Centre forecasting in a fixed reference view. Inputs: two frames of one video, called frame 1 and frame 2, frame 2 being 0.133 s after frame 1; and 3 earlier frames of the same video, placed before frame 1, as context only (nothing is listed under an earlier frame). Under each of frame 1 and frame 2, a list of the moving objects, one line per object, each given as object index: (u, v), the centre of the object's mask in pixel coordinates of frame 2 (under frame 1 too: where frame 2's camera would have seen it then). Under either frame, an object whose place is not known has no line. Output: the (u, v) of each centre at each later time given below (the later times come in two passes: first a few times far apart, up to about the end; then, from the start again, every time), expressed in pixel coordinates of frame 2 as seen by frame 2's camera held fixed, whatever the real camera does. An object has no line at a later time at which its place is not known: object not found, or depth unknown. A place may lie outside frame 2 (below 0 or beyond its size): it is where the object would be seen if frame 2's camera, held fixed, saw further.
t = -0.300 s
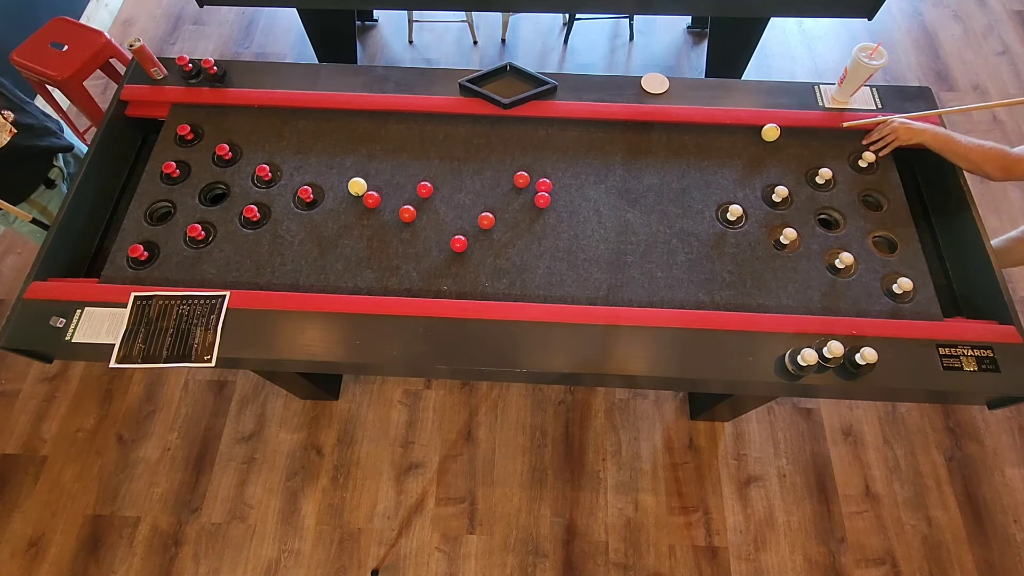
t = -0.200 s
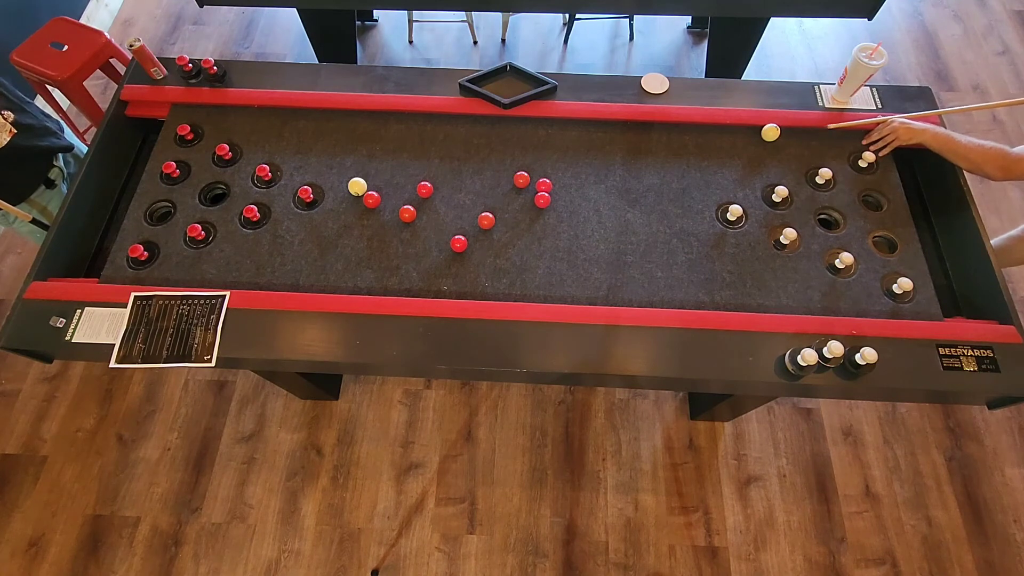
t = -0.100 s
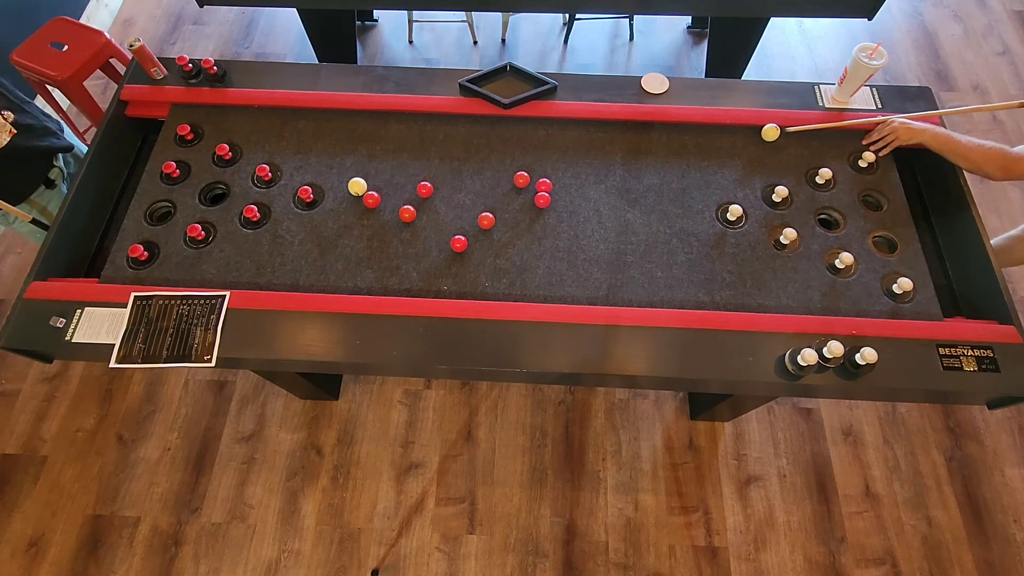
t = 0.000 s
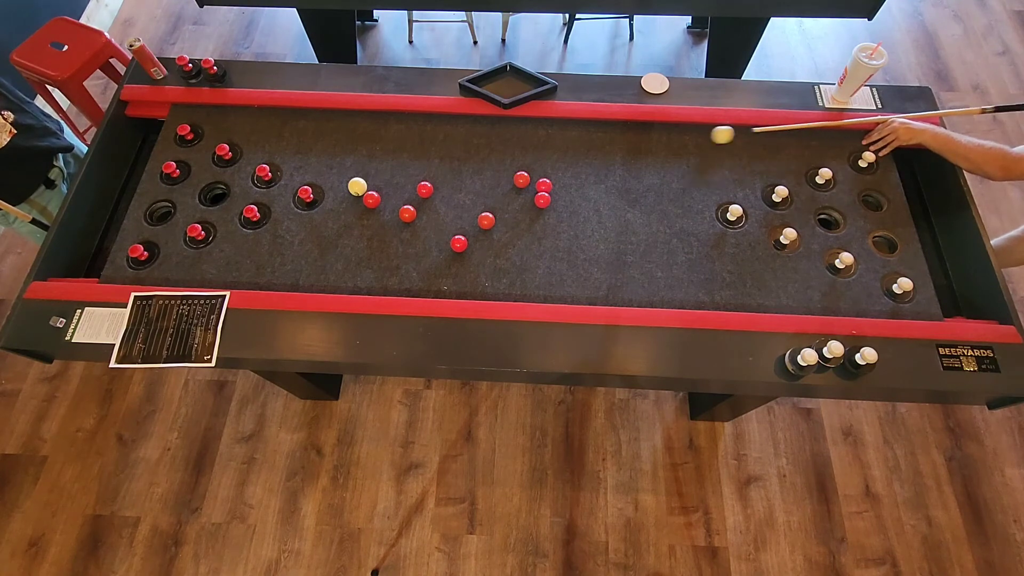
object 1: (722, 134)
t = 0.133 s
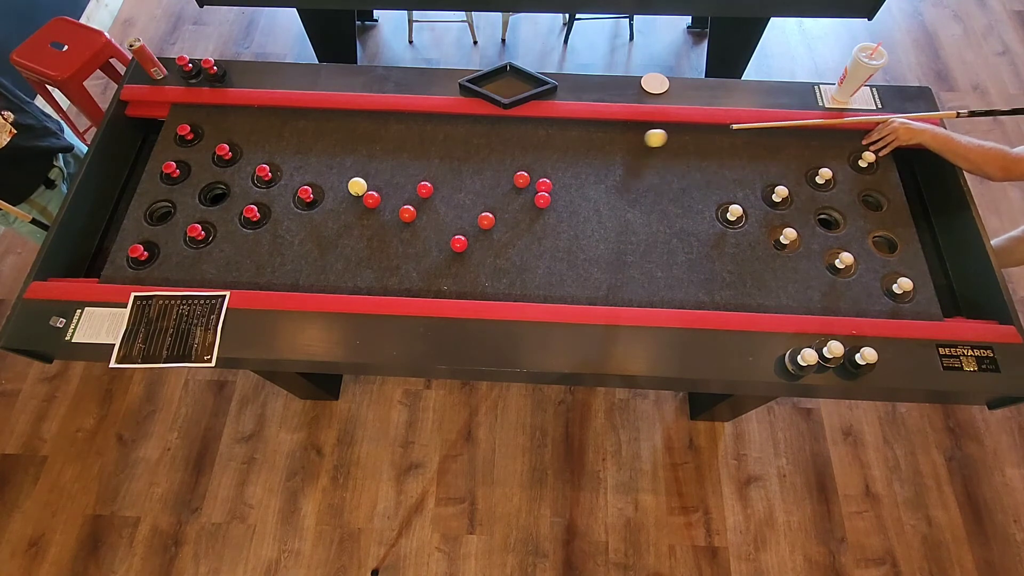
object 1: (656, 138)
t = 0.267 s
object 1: (590, 141)
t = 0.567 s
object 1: (447, 149)
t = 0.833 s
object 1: (324, 156)
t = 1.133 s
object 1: (247, 134)
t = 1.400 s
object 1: (214, 117)
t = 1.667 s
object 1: (199, 124)
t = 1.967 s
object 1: (199, 124)
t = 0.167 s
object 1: (639, 138)
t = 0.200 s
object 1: (623, 139)
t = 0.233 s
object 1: (607, 140)
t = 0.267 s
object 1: (590, 141)
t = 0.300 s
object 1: (574, 142)
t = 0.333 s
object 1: (558, 143)
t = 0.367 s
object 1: (542, 143)
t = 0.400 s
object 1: (526, 144)
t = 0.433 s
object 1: (510, 145)
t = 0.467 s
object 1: (494, 146)
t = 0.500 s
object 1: (478, 147)
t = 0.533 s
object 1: (463, 148)
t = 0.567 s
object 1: (447, 149)
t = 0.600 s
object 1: (432, 150)
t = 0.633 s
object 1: (416, 150)
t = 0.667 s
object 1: (400, 152)
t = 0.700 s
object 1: (385, 153)
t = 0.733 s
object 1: (370, 154)
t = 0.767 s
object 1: (355, 154)
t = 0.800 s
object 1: (340, 156)
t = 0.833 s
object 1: (324, 156)
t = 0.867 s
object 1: (310, 157)
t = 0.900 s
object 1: (294, 158)
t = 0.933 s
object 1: (279, 159)
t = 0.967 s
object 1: (269, 156)
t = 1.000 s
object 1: (264, 151)
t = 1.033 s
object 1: (260, 148)
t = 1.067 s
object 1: (255, 143)
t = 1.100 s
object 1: (251, 139)
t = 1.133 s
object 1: (247, 134)
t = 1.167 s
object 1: (243, 128)
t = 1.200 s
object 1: (239, 123)
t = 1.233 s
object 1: (235, 118)
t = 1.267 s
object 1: (231, 114)
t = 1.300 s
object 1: (227, 110)
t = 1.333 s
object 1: (222, 113)
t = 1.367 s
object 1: (218, 115)
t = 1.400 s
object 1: (214, 117)
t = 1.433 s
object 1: (210, 119)
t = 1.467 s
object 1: (206, 121)
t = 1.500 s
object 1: (202, 123)
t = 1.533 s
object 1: (199, 124)
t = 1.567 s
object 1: (198, 124)
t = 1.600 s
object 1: (199, 124)
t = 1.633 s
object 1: (199, 124)
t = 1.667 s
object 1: (199, 124)
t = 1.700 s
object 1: (199, 124)
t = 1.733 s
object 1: (199, 124)
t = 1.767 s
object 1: (199, 124)
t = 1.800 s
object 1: (199, 124)
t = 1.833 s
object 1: (199, 124)
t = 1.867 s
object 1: (199, 124)
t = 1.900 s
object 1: (199, 124)
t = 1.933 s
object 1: (199, 124)
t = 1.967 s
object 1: (199, 124)
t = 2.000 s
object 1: (199, 124)
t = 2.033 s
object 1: (199, 124)
